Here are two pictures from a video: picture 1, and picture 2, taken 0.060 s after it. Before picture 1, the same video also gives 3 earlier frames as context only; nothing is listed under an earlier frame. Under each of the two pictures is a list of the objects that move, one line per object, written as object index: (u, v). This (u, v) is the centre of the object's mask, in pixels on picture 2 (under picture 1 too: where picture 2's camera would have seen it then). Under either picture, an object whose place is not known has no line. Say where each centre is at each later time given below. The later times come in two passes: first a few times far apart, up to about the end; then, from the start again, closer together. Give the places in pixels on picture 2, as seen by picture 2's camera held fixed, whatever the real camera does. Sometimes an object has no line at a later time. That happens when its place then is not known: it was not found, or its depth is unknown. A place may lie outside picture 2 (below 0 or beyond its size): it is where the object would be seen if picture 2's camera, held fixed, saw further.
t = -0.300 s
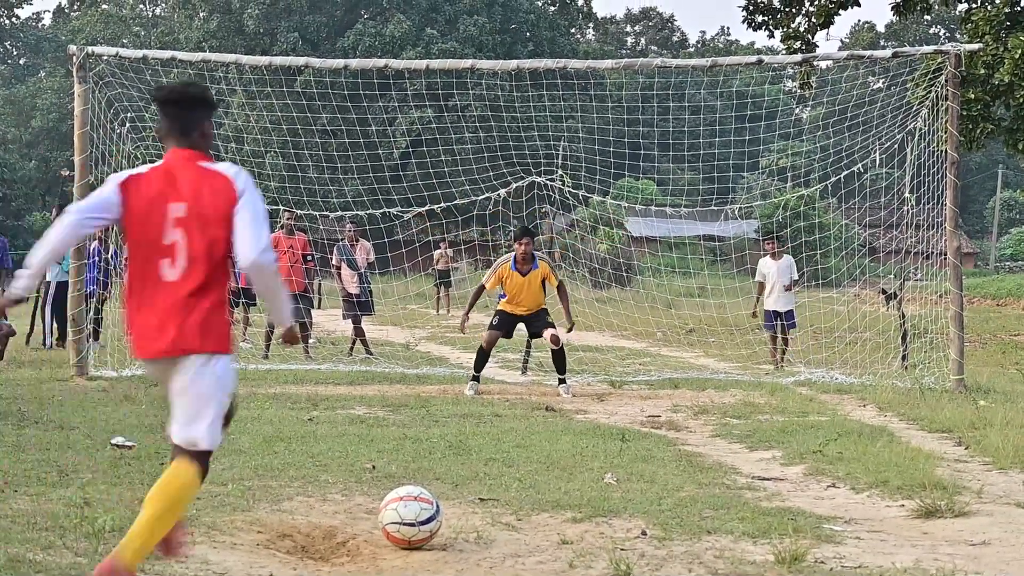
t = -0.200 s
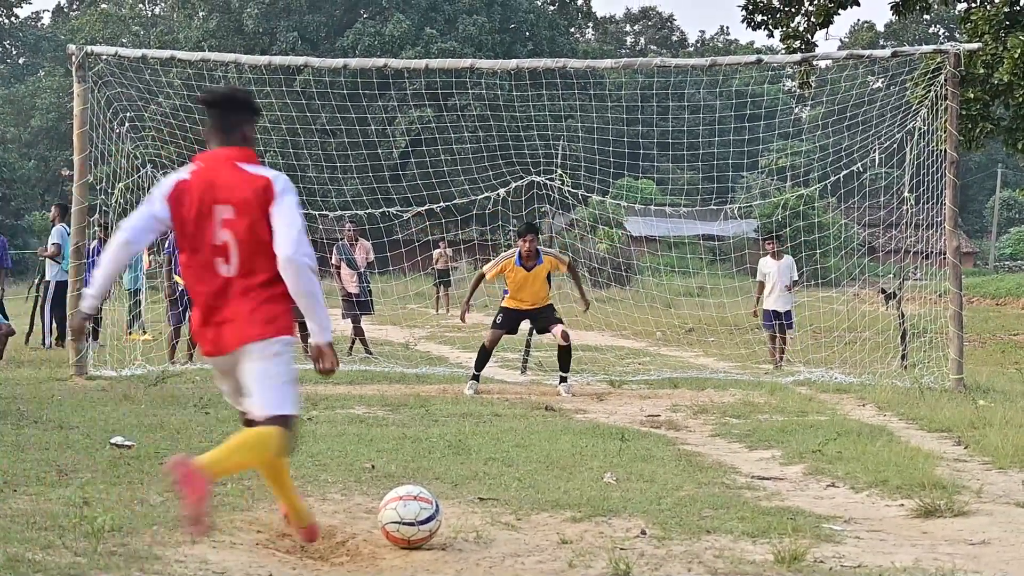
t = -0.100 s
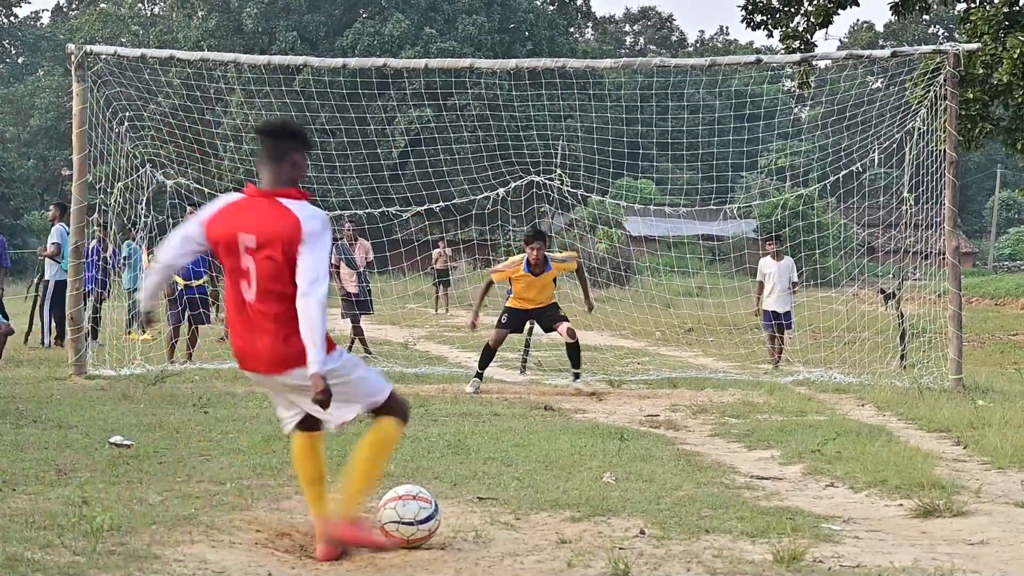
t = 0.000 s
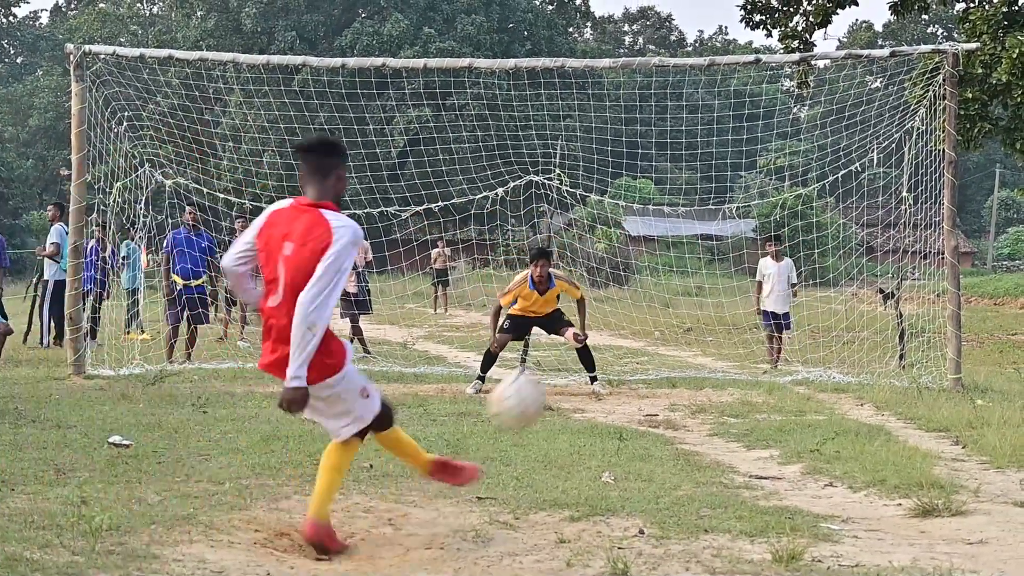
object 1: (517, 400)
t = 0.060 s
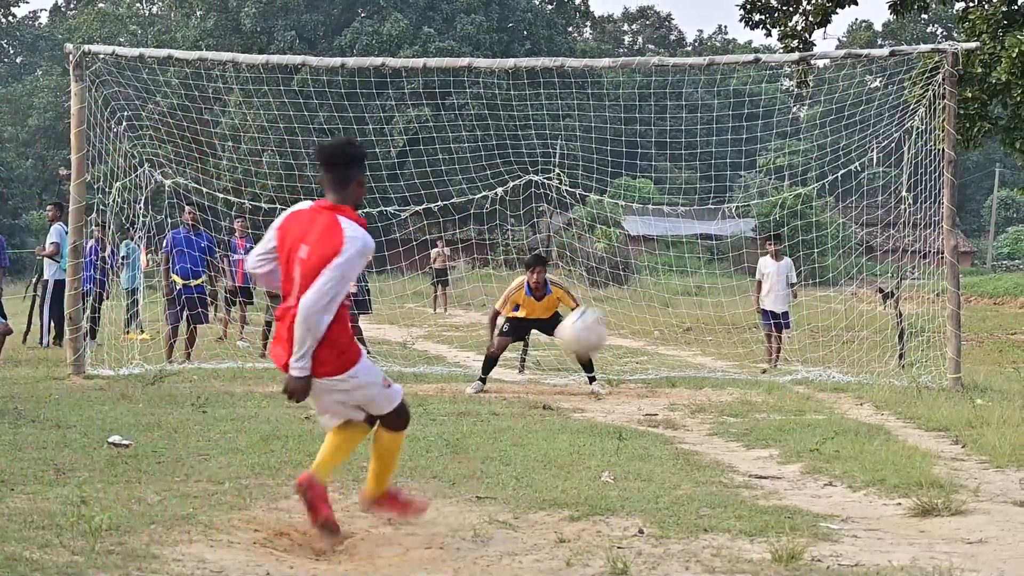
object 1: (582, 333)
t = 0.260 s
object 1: (705, 217)
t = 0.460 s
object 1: (756, 188)
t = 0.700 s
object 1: (774, 144)
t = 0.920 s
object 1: (779, 141)
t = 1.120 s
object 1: (775, 168)
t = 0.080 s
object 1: (599, 316)
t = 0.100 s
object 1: (616, 298)
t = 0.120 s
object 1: (630, 284)
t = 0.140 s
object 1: (644, 270)
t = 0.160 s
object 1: (657, 259)
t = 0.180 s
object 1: (668, 249)
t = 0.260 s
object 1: (705, 217)
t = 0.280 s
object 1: (713, 211)
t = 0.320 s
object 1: (725, 202)
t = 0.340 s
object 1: (731, 199)
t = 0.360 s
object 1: (737, 195)
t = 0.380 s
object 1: (741, 192)
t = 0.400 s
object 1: (745, 191)
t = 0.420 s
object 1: (749, 190)
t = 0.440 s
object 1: (753, 189)
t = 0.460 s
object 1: (756, 188)
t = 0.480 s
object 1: (759, 188)
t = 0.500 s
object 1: (762, 188)
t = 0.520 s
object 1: (765, 185)
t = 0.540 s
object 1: (766, 178)
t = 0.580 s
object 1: (769, 168)
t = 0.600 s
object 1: (769, 163)
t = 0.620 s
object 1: (771, 158)
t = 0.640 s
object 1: (772, 155)
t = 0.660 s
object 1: (772, 152)
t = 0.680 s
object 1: (773, 149)
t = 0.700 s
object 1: (774, 144)
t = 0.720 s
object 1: (775, 143)
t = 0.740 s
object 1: (776, 142)
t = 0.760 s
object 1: (776, 140)
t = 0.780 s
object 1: (776, 139)
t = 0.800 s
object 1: (777, 138)
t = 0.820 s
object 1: (777, 138)
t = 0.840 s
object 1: (777, 138)
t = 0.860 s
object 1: (777, 138)
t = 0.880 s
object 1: (778, 138)
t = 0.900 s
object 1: (778, 139)
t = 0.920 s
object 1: (779, 141)
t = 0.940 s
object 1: (778, 142)
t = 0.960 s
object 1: (778, 143)
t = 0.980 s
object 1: (778, 145)
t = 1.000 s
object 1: (778, 148)
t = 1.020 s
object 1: (777, 151)
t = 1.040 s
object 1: (777, 153)
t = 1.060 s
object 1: (777, 156)
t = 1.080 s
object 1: (777, 160)
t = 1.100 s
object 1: (776, 164)
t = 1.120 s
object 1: (775, 168)
